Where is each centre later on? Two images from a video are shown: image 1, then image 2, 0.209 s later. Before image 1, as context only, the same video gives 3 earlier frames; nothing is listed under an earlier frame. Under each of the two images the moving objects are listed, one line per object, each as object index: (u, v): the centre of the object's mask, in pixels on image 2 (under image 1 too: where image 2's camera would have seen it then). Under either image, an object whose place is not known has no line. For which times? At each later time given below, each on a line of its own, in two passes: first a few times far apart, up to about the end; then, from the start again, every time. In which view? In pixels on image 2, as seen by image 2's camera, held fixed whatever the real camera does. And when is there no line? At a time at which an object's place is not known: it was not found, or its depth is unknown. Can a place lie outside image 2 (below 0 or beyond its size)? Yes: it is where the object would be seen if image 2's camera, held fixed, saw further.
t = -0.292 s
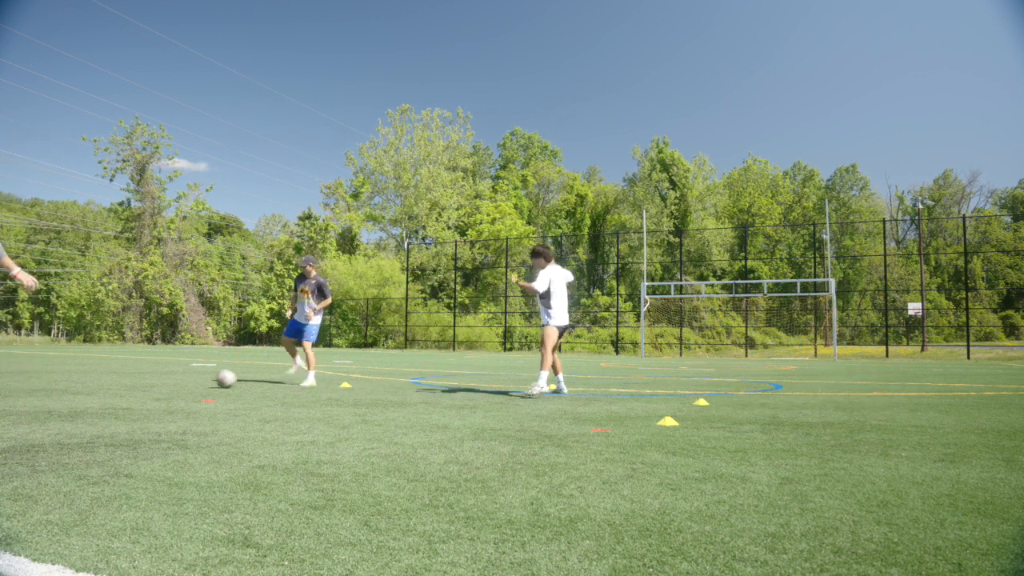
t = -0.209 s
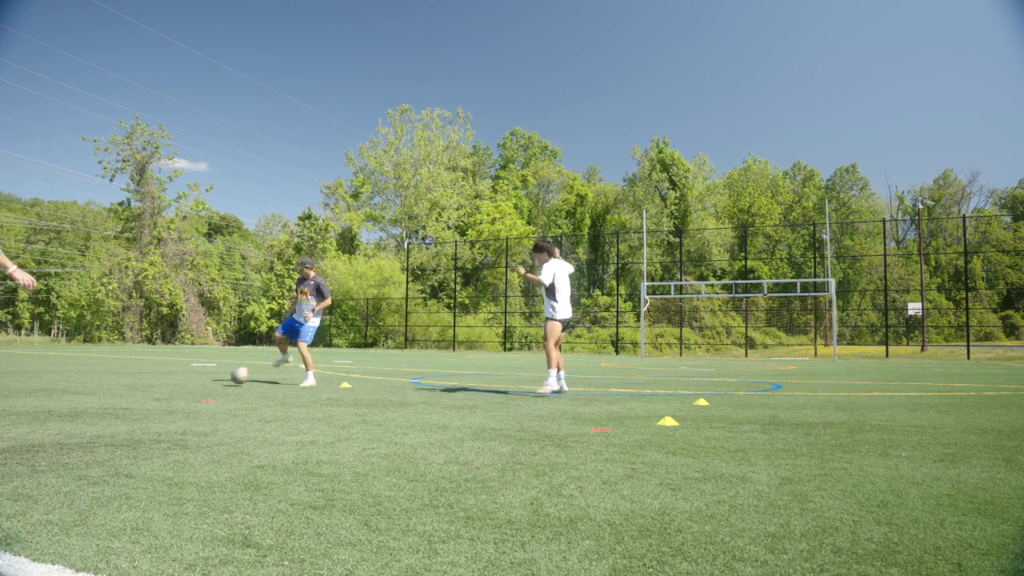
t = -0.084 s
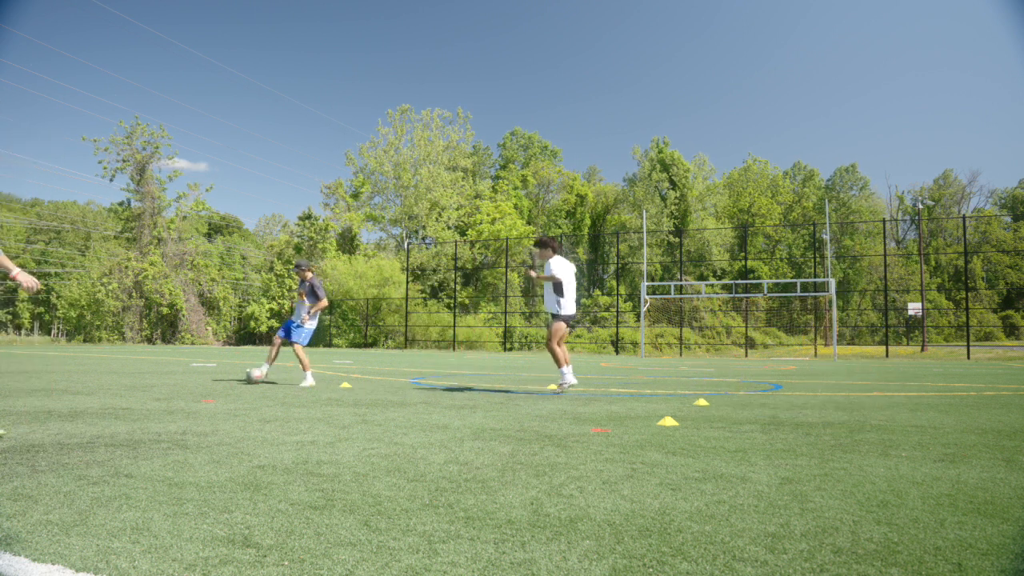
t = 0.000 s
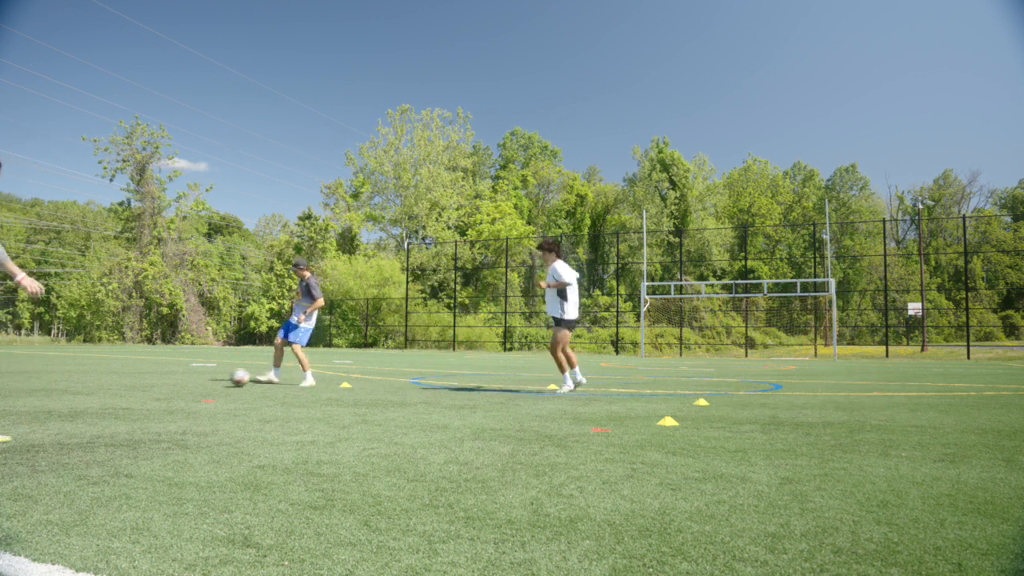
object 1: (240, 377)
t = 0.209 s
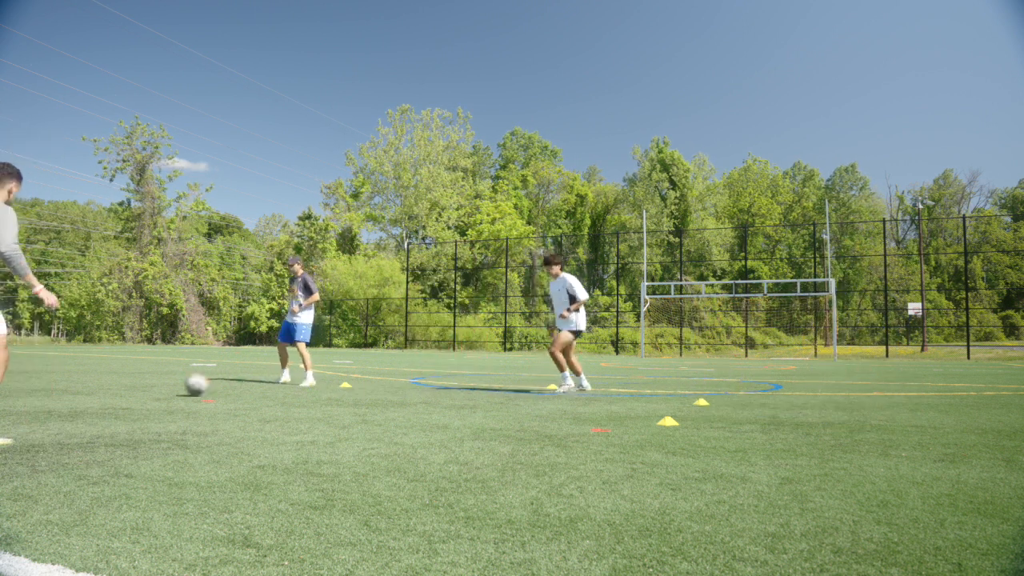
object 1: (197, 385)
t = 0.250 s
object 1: (188, 386)
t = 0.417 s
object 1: (147, 394)
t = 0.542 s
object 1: (115, 400)
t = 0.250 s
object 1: (188, 386)
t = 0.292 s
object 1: (177, 388)
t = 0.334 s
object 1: (168, 390)
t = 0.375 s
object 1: (157, 392)
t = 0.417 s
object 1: (147, 394)
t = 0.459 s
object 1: (137, 396)
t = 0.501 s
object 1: (126, 398)
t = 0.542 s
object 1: (115, 400)
